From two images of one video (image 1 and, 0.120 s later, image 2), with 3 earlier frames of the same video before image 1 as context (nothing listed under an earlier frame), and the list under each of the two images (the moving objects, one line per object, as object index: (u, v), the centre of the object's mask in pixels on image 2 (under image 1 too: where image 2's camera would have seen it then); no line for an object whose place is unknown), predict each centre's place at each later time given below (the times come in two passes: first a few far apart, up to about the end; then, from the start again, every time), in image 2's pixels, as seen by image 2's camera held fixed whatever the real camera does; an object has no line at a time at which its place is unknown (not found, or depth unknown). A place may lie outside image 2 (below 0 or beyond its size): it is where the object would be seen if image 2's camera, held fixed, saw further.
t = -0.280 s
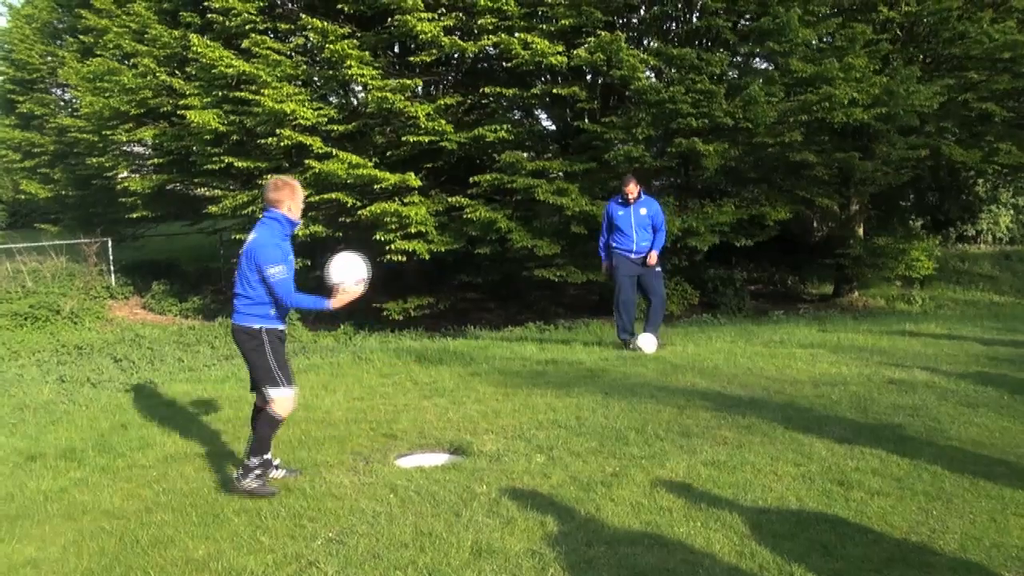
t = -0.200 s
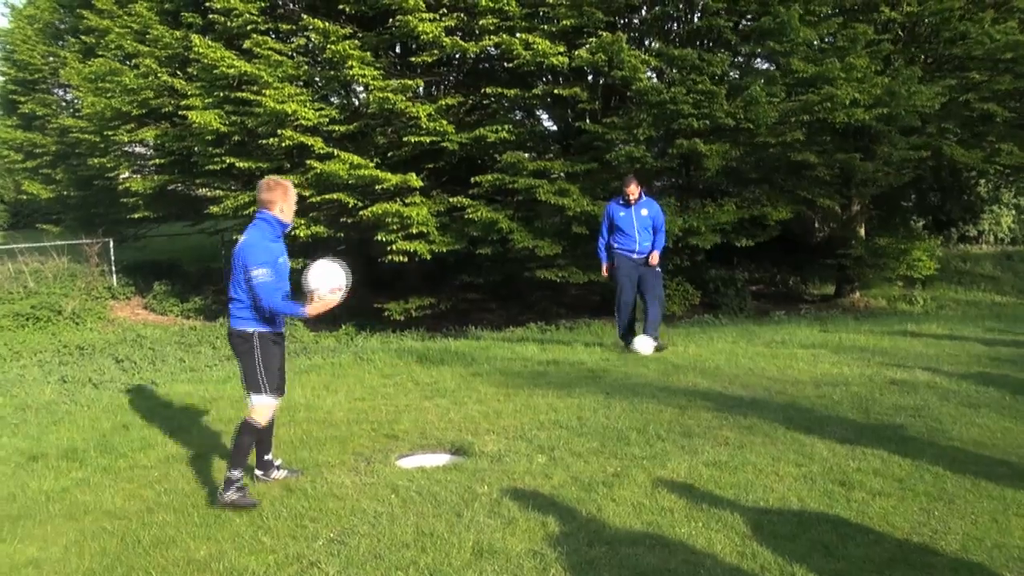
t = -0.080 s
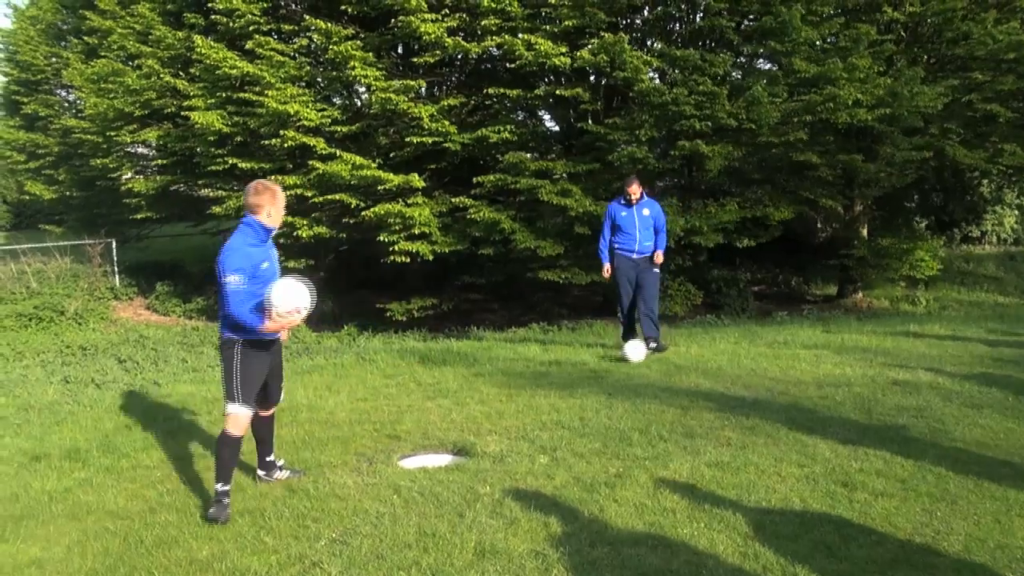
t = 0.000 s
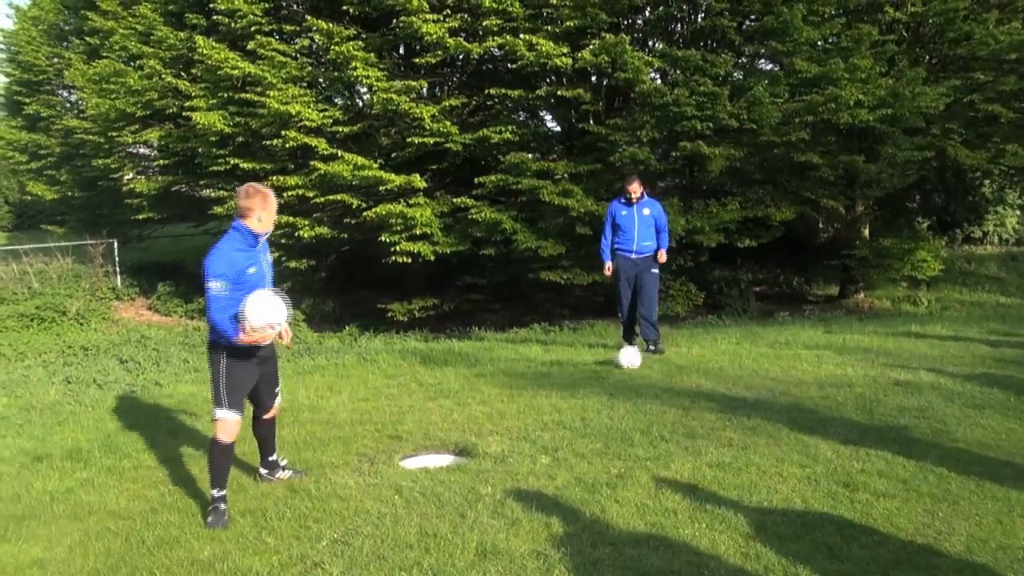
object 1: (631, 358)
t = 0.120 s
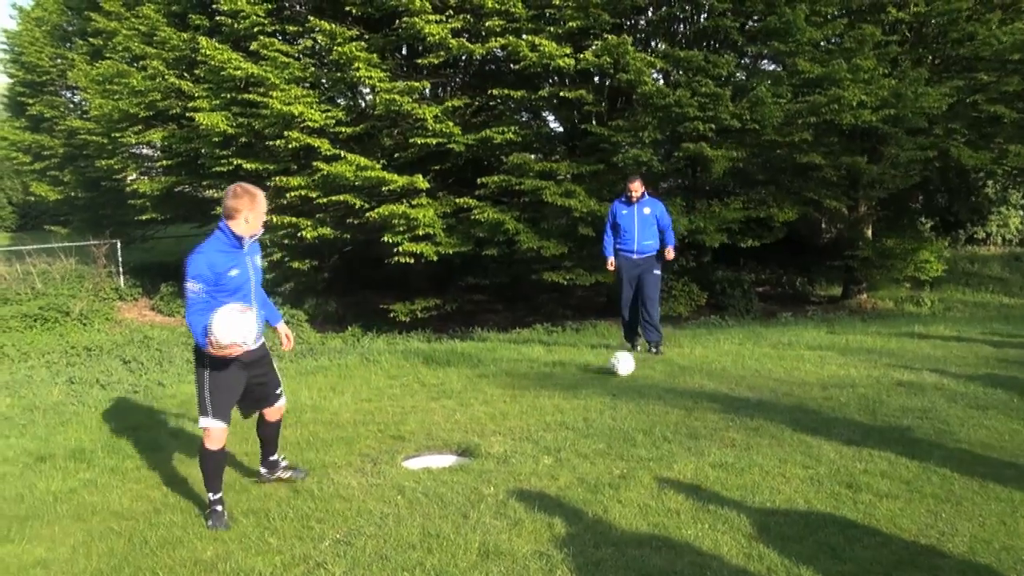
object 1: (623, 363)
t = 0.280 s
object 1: (609, 371)
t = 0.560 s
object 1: (581, 386)
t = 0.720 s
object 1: (563, 392)
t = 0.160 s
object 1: (619, 366)
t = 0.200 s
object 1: (616, 367)
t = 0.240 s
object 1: (612, 369)
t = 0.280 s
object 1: (609, 371)
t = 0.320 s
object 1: (606, 372)
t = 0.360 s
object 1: (602, 375)
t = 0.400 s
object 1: (598, 377)
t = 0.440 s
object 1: (594, 379)
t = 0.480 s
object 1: (589, 380)
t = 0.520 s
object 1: (584, 382)
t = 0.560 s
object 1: (581, 386)
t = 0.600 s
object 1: (577, 389)
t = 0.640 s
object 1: (572, 389)
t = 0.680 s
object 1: (567, 390)
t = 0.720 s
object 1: (563, 392)
